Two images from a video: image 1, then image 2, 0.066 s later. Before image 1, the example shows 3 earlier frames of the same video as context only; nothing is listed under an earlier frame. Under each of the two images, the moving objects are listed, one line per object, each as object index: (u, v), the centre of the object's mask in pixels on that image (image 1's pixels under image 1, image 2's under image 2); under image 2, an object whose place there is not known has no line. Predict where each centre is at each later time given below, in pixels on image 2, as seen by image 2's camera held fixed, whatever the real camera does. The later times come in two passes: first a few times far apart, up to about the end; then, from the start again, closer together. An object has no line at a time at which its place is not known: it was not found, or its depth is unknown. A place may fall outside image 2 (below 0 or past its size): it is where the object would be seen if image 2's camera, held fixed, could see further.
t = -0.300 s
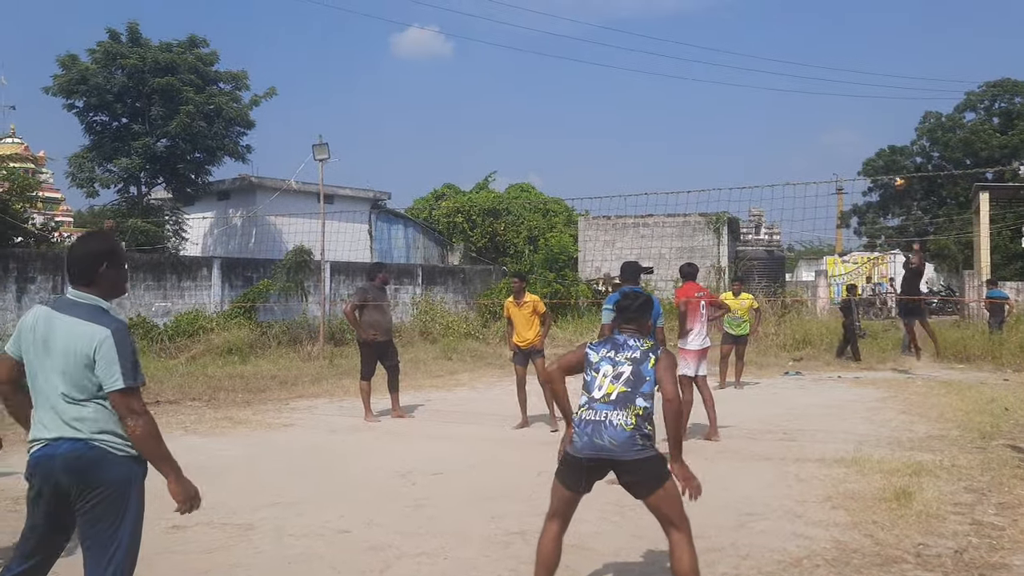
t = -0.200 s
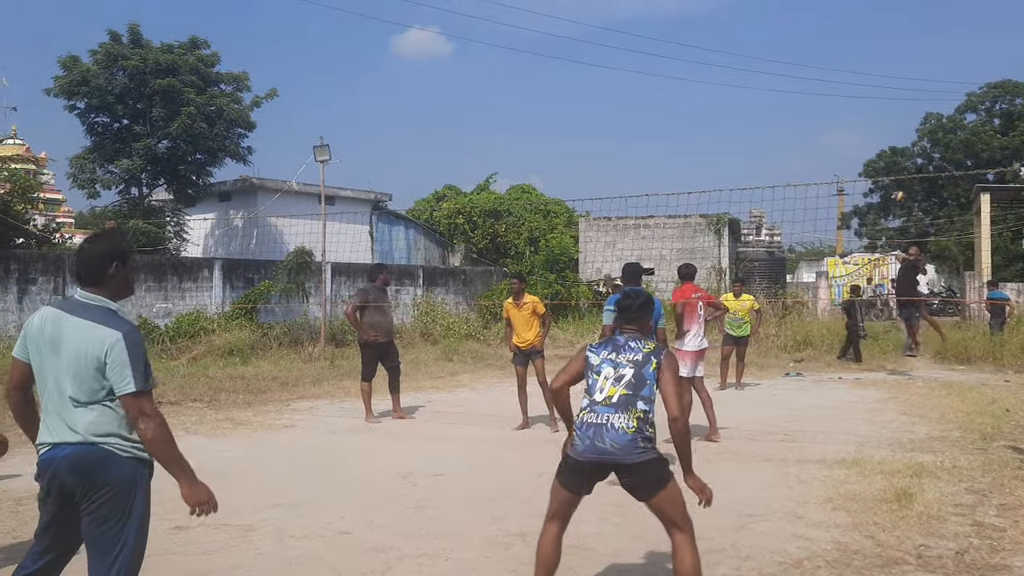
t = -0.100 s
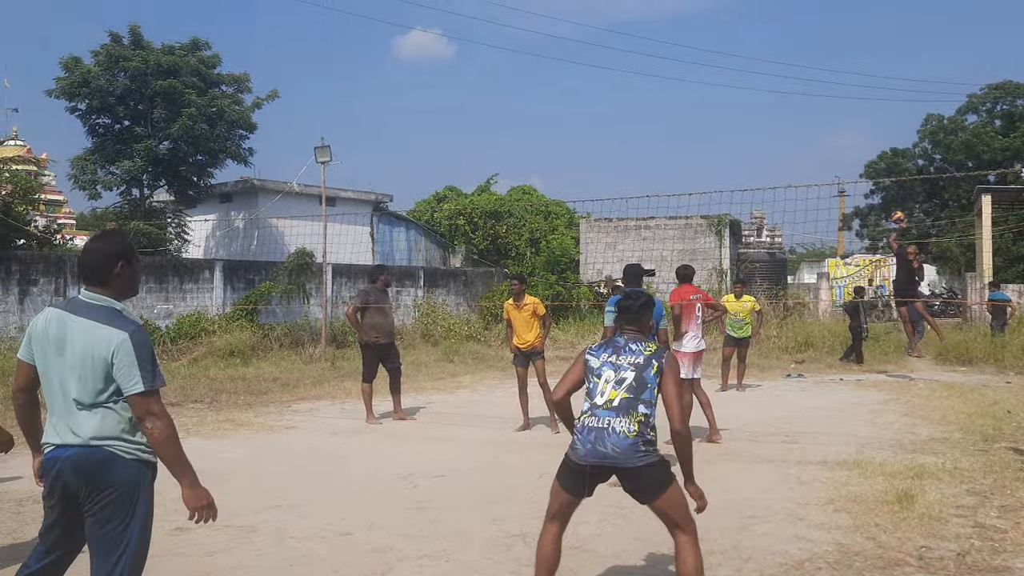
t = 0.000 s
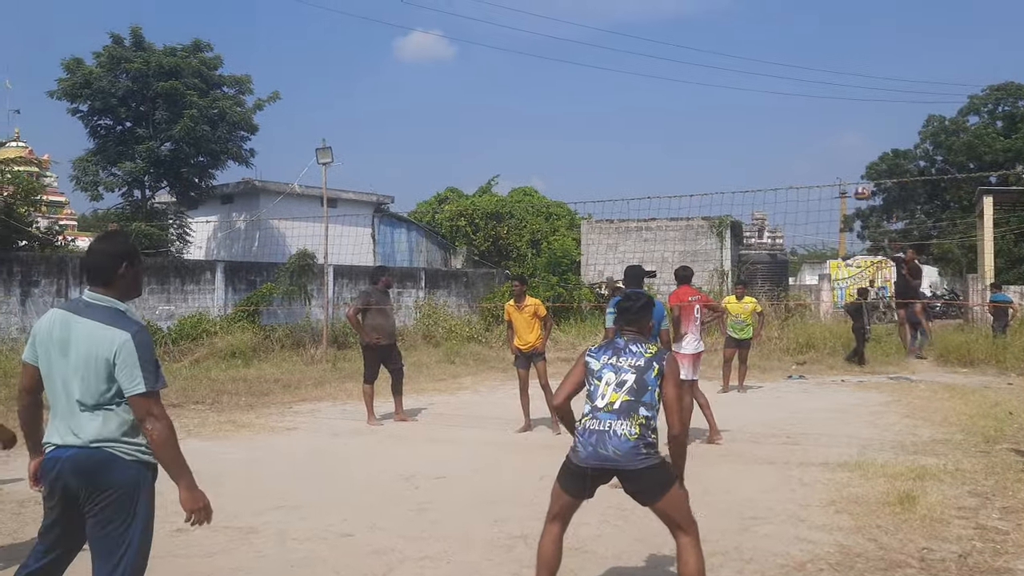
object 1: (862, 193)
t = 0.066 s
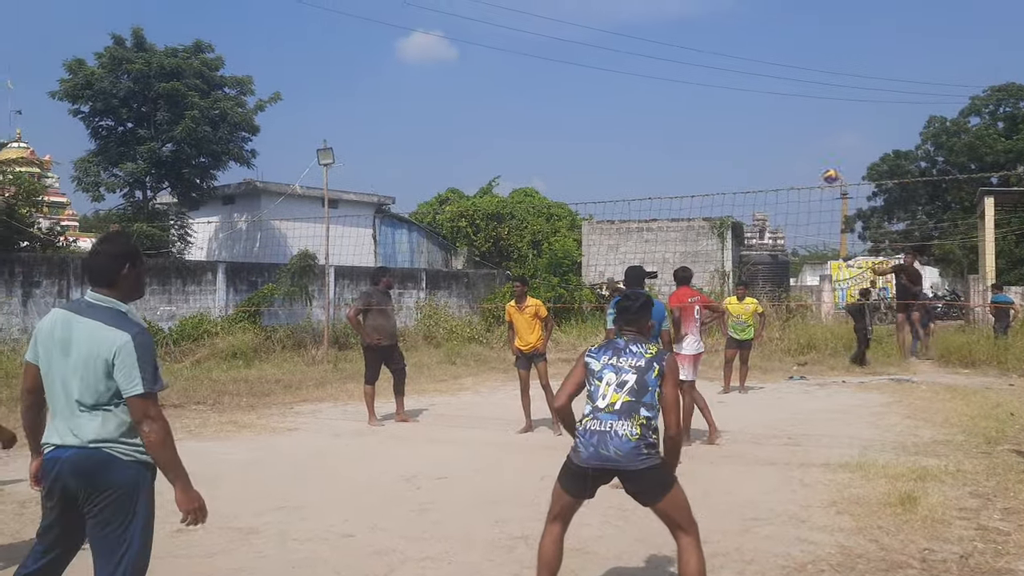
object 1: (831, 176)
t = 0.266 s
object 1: (715, 138)
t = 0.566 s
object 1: (422, 167)
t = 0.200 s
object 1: (758, 146)
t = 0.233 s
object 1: (737, 142)
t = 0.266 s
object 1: (715, 138)
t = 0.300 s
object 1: (691, 135)
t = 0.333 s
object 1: (666, 132)
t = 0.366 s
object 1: (639, 131)
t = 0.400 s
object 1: (609, 132)
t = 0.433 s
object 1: (578, 136)
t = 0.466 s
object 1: (544, 140)
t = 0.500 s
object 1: (507, 146)
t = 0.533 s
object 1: (467, 154)
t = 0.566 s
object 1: (422, 167)
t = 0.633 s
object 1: (319, 202)
